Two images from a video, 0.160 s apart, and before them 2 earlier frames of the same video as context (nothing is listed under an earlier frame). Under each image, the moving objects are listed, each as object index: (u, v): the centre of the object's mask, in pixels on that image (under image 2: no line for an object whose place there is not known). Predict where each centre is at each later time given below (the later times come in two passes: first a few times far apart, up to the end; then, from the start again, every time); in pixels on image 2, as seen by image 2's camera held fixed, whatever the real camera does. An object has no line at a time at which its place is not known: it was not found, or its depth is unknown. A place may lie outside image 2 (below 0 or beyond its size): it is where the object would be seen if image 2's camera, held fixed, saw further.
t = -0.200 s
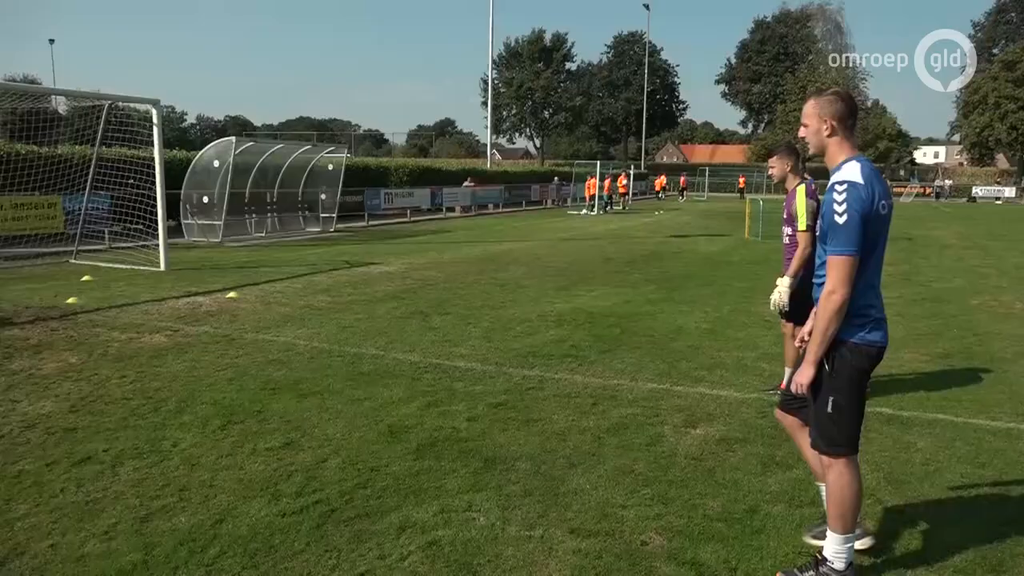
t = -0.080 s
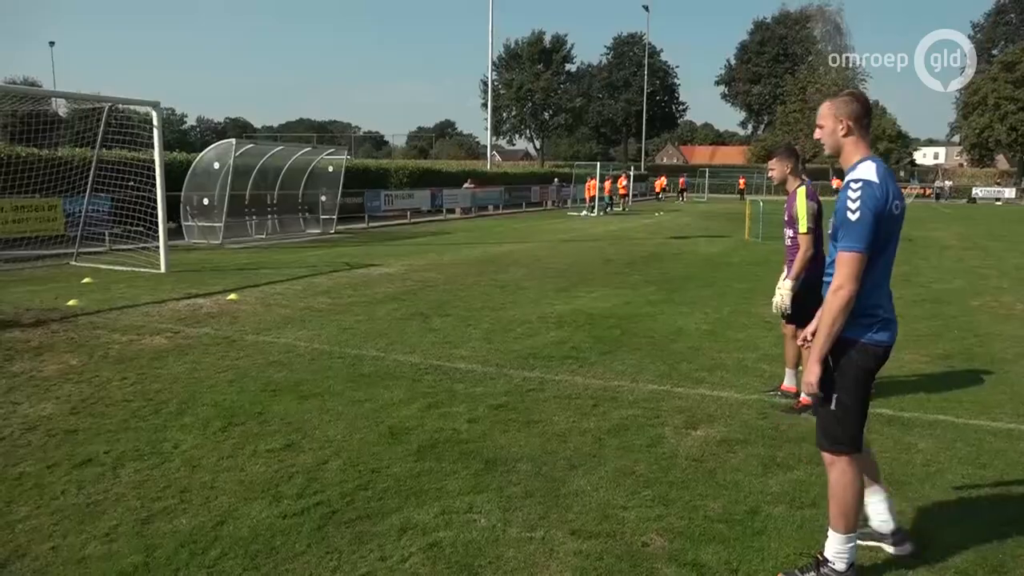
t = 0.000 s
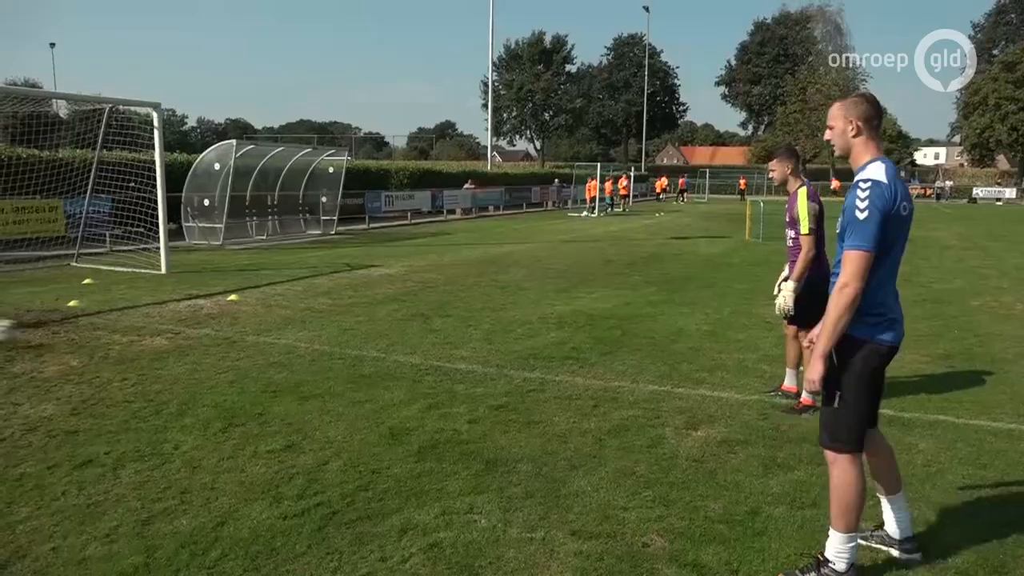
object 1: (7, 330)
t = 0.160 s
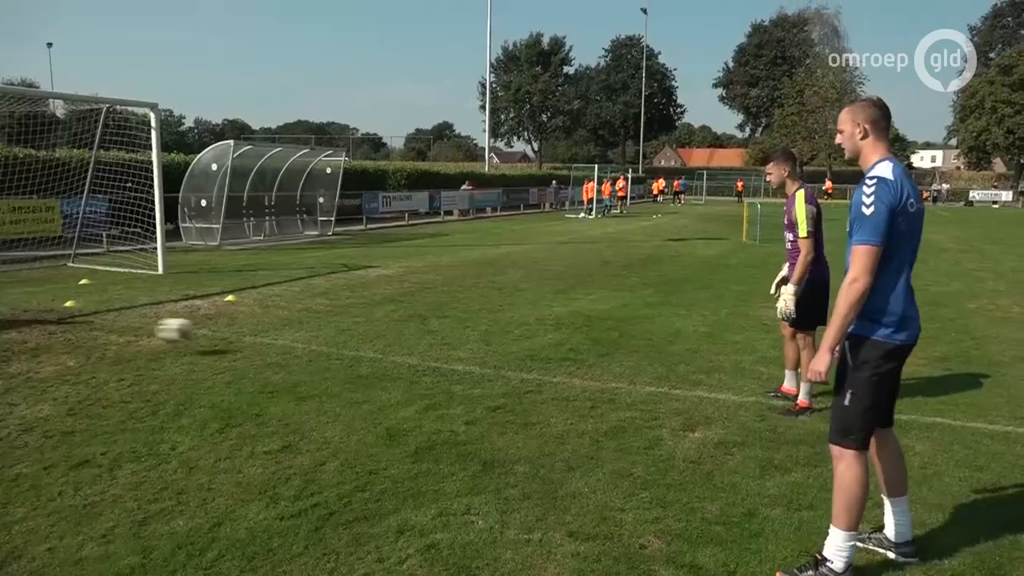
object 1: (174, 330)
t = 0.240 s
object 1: (260, 331)
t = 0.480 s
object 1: (500, 350)
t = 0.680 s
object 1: (681, 366)
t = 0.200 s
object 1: (216, 330)
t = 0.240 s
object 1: (260, 331)
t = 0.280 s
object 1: (303, 338)
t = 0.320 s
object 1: (347, 345)
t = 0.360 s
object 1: (391, 353)
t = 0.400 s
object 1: (431, 358)
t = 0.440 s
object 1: (466, 355)
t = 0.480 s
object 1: (500, 350)
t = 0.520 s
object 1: (537, 350)
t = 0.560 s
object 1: (572, 353)
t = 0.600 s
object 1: (609, 357)
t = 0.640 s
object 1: (646, 364)
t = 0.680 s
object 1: (681, 366)
